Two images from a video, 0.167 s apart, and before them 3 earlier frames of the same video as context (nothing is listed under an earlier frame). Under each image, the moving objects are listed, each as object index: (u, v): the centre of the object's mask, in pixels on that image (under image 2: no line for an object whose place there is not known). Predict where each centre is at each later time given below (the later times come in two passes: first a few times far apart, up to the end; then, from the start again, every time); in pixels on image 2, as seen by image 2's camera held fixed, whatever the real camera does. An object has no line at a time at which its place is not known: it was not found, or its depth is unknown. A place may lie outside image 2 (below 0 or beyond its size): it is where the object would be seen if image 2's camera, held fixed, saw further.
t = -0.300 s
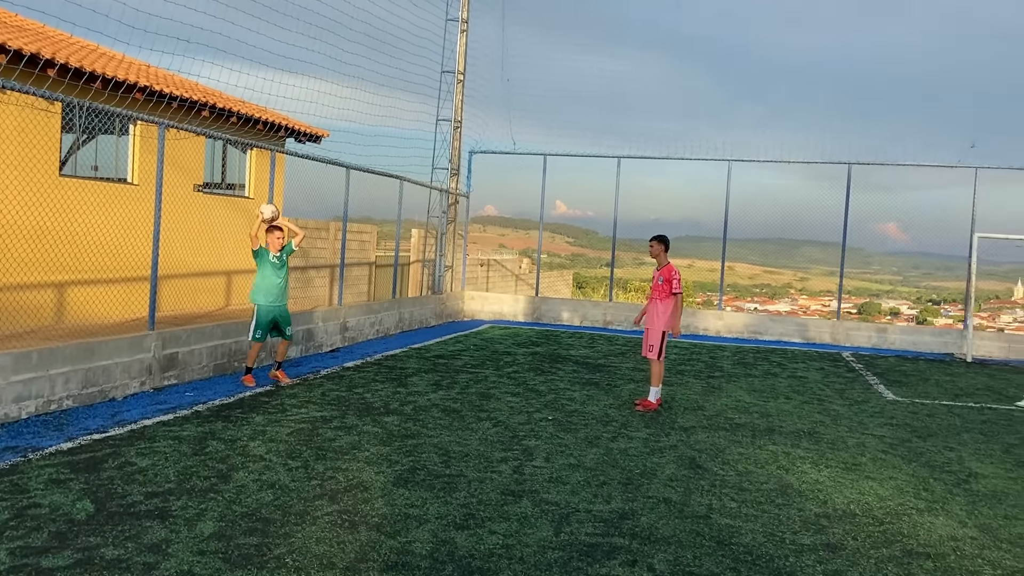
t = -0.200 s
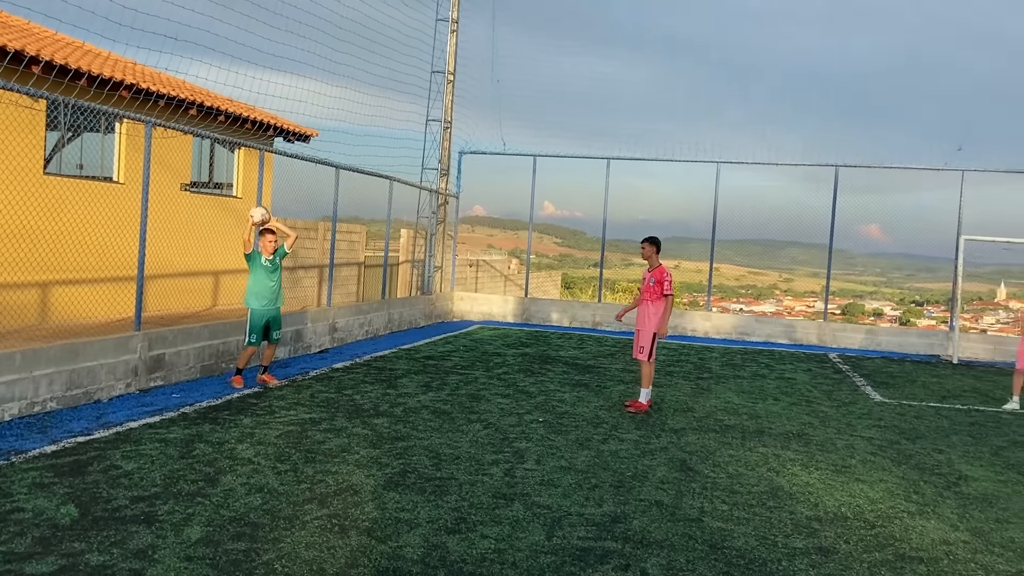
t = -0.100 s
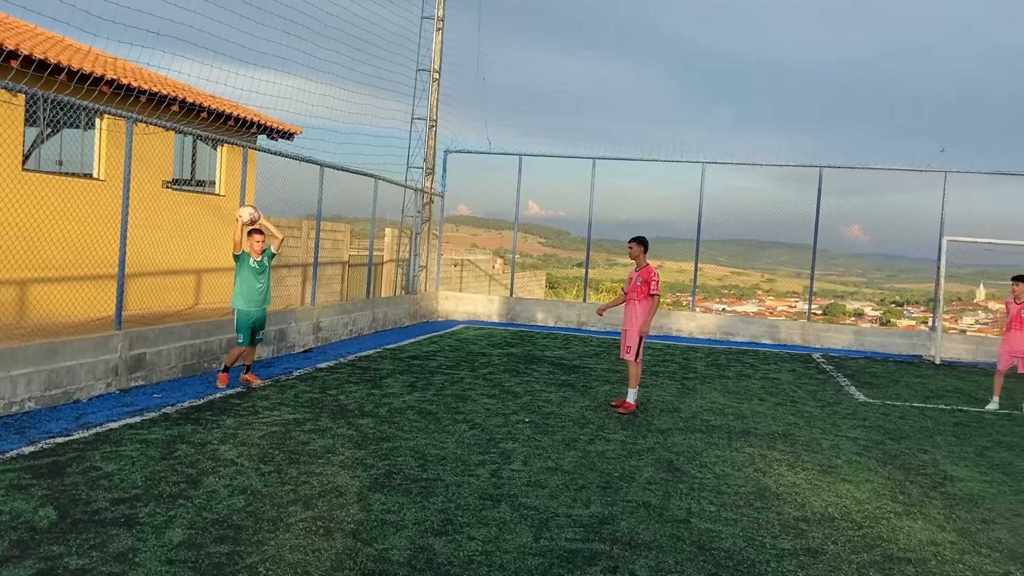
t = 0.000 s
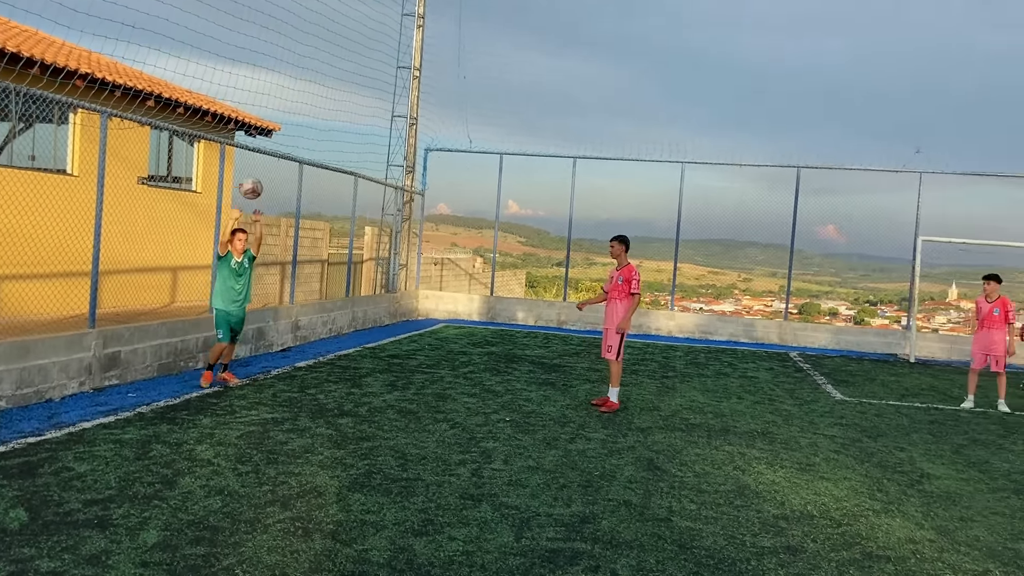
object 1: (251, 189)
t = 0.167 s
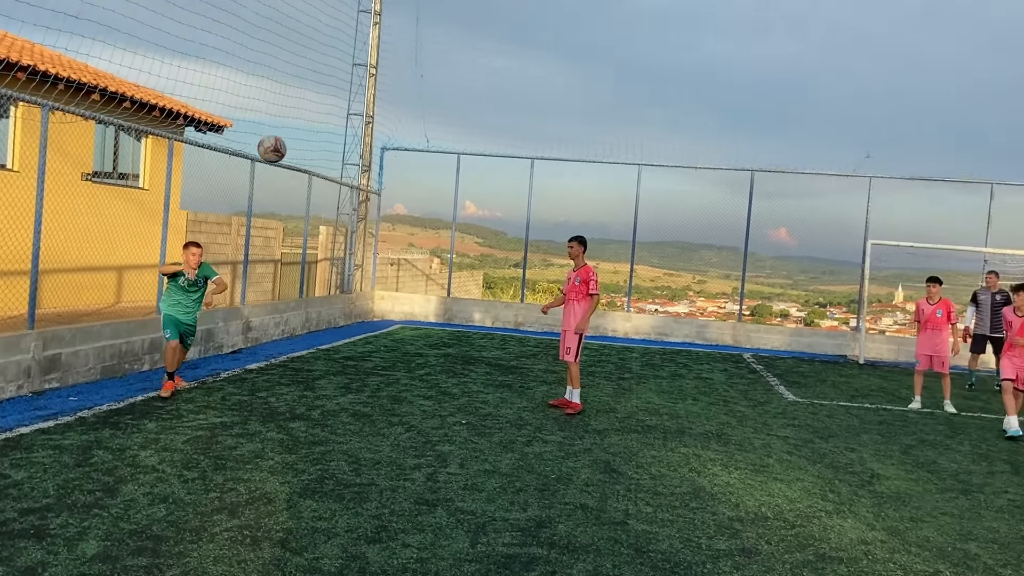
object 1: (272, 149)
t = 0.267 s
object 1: (325, 139)
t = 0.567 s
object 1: (559, 207)
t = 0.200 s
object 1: (289, 144)
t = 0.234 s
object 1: (306, 141)
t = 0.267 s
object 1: (325, 139)
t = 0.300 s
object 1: (344, 138)
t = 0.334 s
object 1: (365, 138)
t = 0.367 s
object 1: (387, 141)
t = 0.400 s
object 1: (410, 145)
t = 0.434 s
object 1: (435, 152)
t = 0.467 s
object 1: (462, 161)
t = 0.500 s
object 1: (492, 173)
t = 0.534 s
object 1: (524, 188)
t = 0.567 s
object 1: (559, 207)
